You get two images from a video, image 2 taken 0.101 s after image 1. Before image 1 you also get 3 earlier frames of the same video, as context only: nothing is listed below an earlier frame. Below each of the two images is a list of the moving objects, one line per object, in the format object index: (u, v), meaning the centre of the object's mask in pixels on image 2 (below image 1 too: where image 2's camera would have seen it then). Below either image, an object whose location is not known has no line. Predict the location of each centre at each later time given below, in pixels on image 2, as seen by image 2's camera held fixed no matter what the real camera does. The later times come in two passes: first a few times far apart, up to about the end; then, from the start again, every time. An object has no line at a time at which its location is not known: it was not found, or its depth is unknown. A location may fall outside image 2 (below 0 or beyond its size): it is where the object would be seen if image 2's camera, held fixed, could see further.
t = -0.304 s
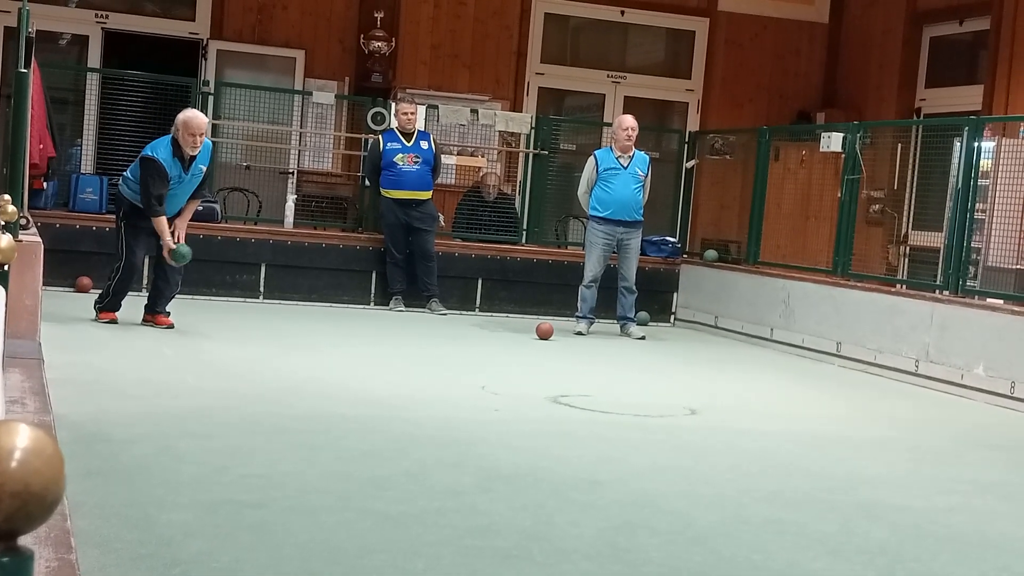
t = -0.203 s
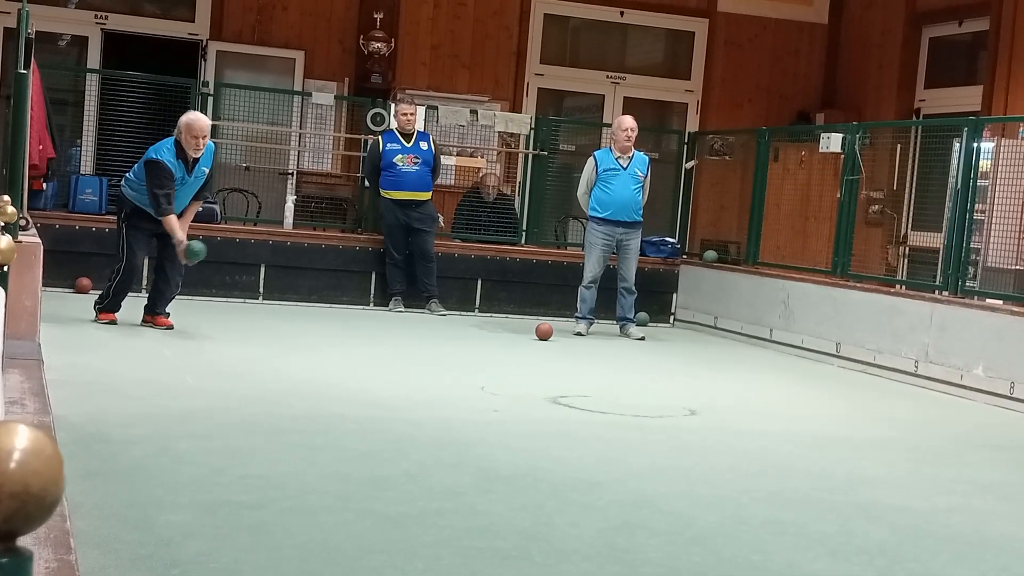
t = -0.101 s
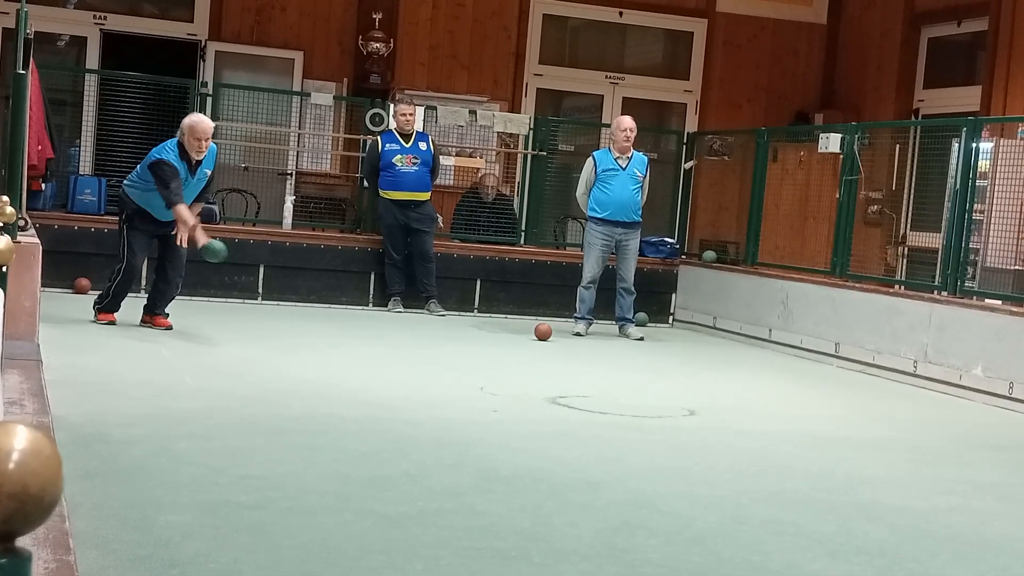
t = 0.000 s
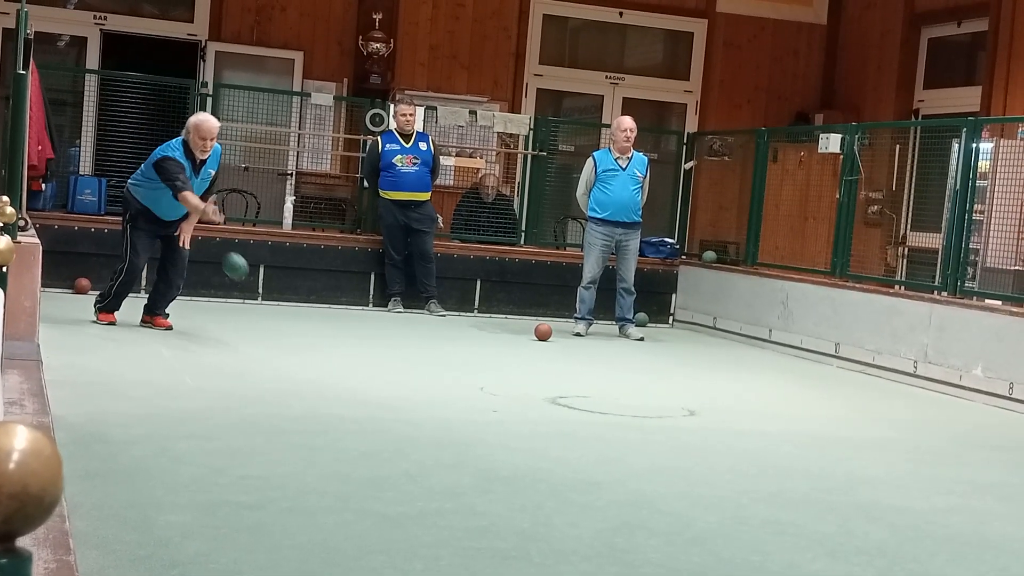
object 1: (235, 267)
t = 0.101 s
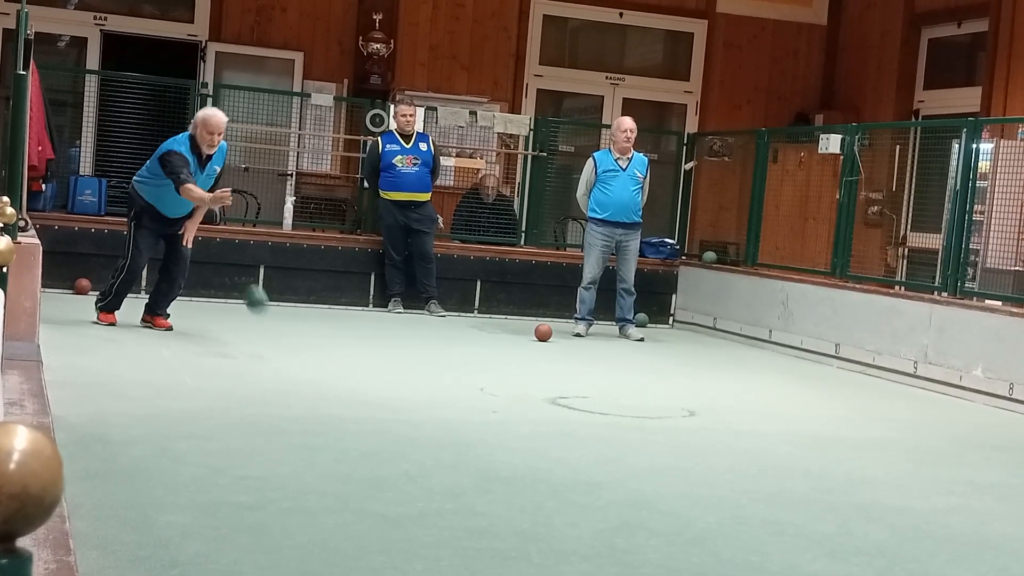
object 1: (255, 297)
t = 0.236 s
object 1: (284, 344)
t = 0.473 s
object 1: (326, 363)
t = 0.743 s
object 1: (387, 380)
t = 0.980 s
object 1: (446, 395)
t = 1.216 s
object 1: (511, 411)
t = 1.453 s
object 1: (584, 430)
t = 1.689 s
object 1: (666, 451)
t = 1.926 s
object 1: (758, 475)
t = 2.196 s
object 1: (878, 506)
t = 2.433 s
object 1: (1000, 537)
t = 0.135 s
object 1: (262, 316)
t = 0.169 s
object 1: (269, 334)
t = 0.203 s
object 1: (277, 349)
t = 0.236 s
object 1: (284, 344)
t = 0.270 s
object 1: (290, 341)
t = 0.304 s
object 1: (296, 339)
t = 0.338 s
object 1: (302, 340)
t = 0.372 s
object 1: (308, 343)
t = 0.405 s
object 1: (314, 348)
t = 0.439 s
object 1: (320, 355)
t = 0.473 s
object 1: (326, 363)
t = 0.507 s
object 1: (334, 363)
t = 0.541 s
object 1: (341, 364)
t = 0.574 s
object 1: (349, 367)
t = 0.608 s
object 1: (356, 371)
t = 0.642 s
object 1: (364, 373)
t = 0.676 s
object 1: (371, 375)
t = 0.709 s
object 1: (379, 377)
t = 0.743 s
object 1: (387, 380)
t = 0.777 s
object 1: (396, 382)
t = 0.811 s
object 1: (404, 383)
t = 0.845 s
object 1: (412, 386)
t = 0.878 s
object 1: (420, 388)
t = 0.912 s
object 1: (429, 390)
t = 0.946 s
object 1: (437, 392)
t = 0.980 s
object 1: (446, 395)
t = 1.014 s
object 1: (455, 397)
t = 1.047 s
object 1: (465, 399)
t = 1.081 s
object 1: (474, 402)
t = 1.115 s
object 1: (483, 404)
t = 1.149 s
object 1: (493, 406)
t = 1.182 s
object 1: (502, 409)
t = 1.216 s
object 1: (511, 411)
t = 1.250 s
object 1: (522, 413)
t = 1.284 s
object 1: (532, 416)
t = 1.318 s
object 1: (542, 419)
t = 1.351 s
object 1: (552, 422)
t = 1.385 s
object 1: (563, 425)
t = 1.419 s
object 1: (573, 427)
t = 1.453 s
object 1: (584, 430)
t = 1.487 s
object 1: (596, 433)
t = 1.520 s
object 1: (607, 435)
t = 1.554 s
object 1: (618, 439)
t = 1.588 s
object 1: (630, 442)
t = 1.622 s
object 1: (641, 445)
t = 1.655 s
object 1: (654, 448)
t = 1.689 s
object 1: (666, 451)
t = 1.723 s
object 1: (678, 454)
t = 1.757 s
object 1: (691, 457)
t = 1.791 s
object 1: (703, 461)
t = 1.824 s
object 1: (717, 464)
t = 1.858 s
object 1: (730, 468)
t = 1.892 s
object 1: (744, 471)
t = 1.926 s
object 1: (758, 475)
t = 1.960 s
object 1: (771, 479)
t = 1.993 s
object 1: (786, 483)
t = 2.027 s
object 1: (800, 486)
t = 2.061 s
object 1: (815, 490)
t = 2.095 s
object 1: (831, 494)
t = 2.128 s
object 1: (846, 498)
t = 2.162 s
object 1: (862, 502)
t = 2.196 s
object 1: (878, 506)
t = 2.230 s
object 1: (894, 510)
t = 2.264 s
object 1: (911, 514)
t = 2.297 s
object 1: (928, 519)
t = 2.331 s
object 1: (945, 523)
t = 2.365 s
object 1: (962, 528)
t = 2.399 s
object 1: (981, 532)
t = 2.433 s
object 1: (1000, 537)
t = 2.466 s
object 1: (1018, 542)
